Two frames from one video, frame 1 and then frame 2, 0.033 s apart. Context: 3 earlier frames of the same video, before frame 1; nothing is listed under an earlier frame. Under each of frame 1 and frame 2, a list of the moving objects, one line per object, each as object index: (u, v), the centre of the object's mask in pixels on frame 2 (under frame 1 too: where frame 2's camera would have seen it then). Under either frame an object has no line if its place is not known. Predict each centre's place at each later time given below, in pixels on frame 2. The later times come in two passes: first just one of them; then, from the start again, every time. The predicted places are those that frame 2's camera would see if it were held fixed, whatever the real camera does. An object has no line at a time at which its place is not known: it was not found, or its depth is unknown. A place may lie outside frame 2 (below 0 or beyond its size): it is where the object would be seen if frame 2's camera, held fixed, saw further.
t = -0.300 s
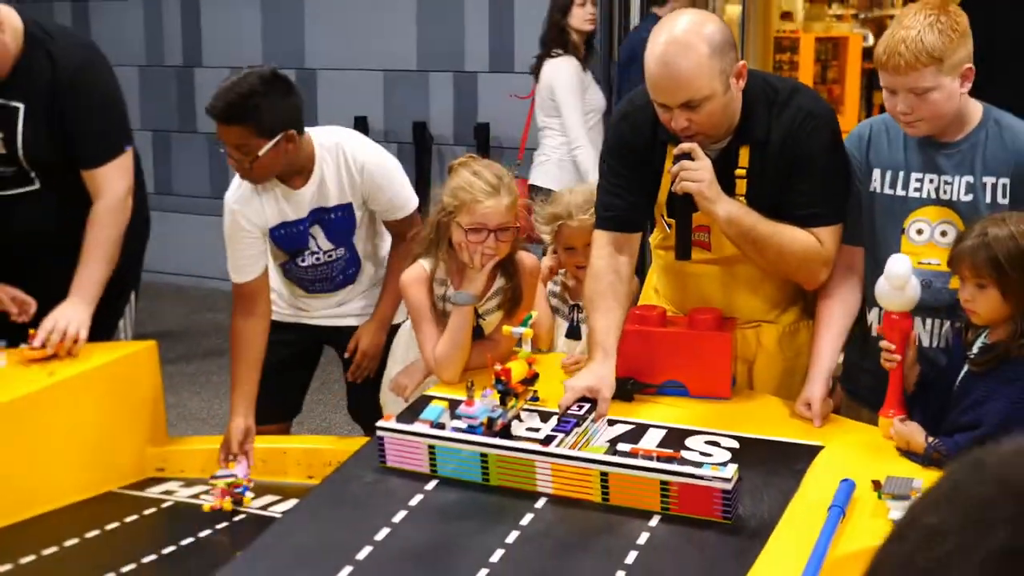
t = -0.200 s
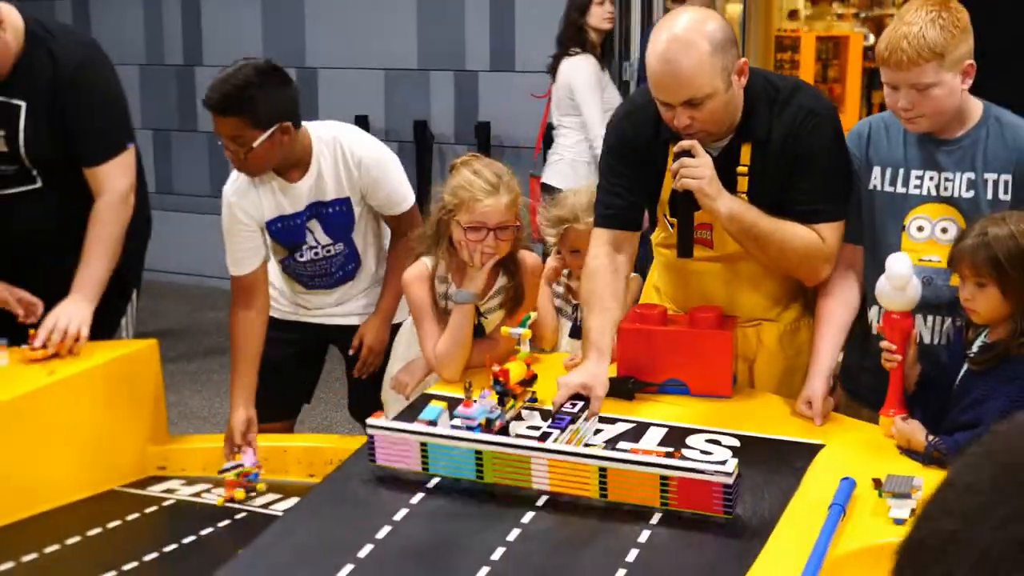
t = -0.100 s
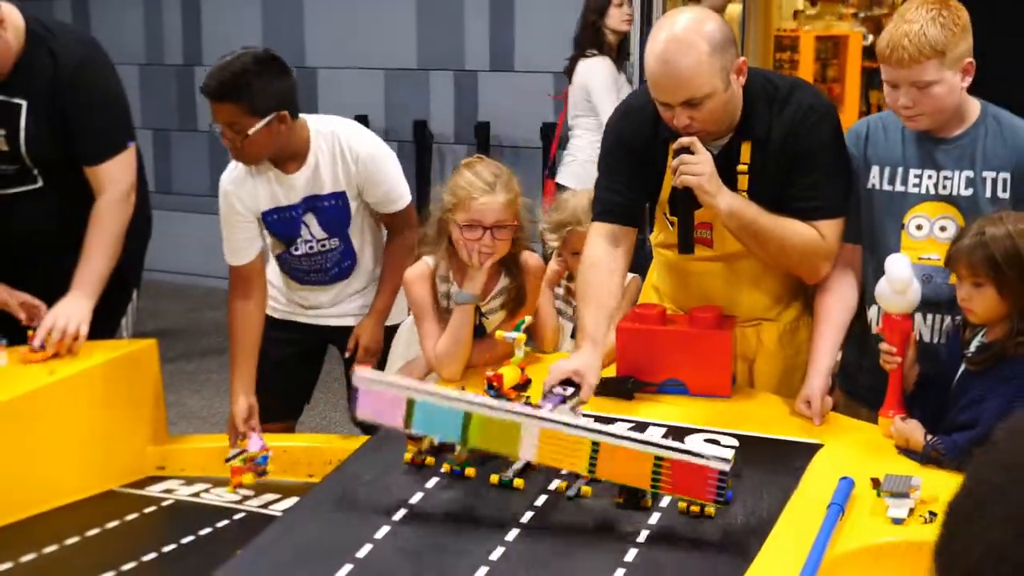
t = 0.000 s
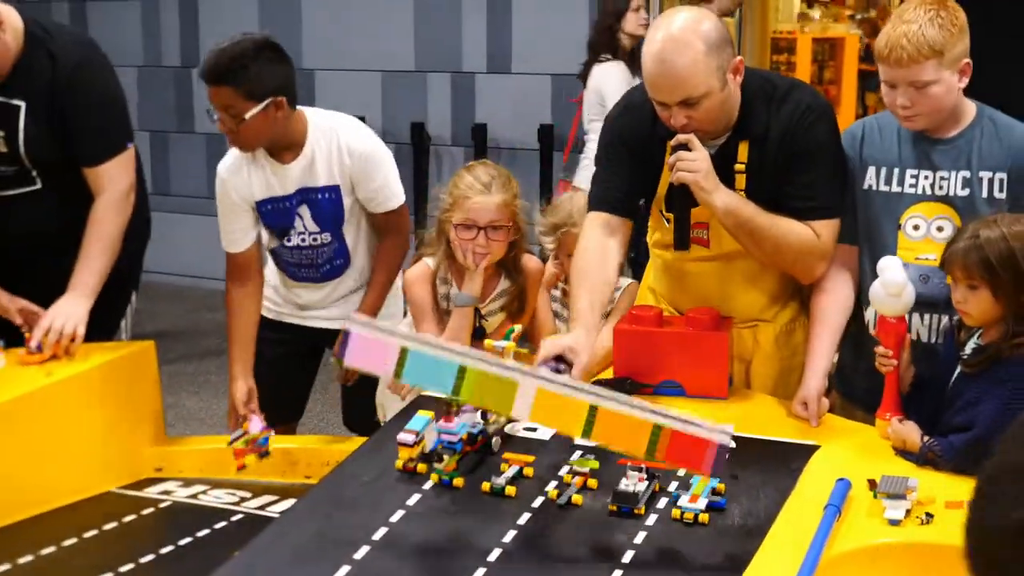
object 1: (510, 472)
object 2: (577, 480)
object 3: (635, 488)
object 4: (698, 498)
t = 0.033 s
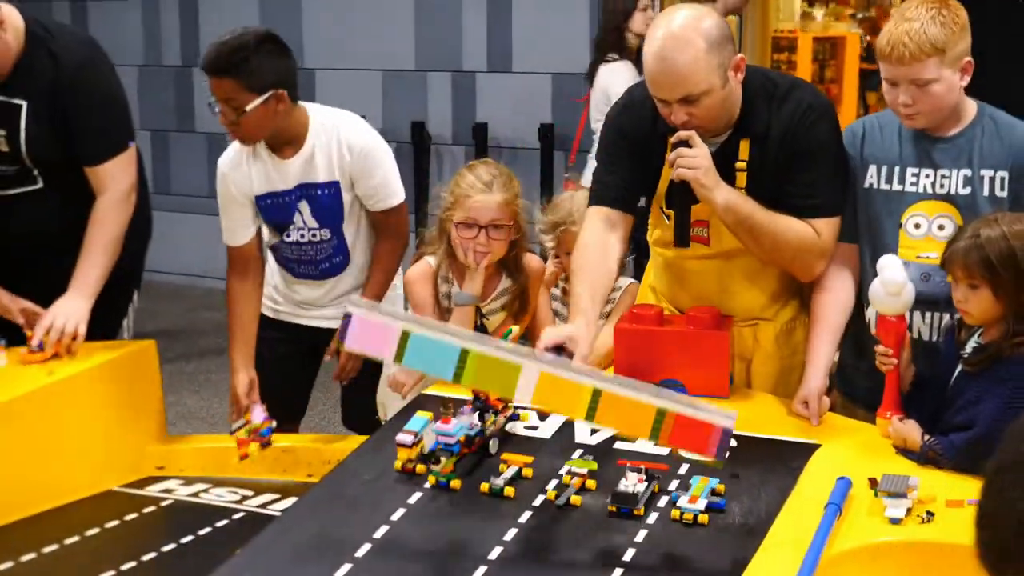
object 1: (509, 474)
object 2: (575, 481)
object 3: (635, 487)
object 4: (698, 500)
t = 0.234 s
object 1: (492, 492)
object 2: (557, 499)
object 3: (623, 504)
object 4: (689, 516)
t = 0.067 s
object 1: (506, 477)
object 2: (572, 484)
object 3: (634, 489)
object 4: (697, 502)
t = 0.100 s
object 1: (504, 479)
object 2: (570, 487)
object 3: (632, 491)
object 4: (695, 505)
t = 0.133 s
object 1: (501, 482)
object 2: (567, 490)
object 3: (630, 494)
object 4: (694, 507)
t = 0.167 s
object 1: (498, 485)
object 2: (564, 493)
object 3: (628, 498)
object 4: (693, 510)
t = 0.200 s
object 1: (495, 488)
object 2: (560, 496)
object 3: (625, 501)
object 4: (691, 513)
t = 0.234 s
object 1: (492, 492)
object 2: (557, 499)
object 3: (623, 504)
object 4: (689, 516)
